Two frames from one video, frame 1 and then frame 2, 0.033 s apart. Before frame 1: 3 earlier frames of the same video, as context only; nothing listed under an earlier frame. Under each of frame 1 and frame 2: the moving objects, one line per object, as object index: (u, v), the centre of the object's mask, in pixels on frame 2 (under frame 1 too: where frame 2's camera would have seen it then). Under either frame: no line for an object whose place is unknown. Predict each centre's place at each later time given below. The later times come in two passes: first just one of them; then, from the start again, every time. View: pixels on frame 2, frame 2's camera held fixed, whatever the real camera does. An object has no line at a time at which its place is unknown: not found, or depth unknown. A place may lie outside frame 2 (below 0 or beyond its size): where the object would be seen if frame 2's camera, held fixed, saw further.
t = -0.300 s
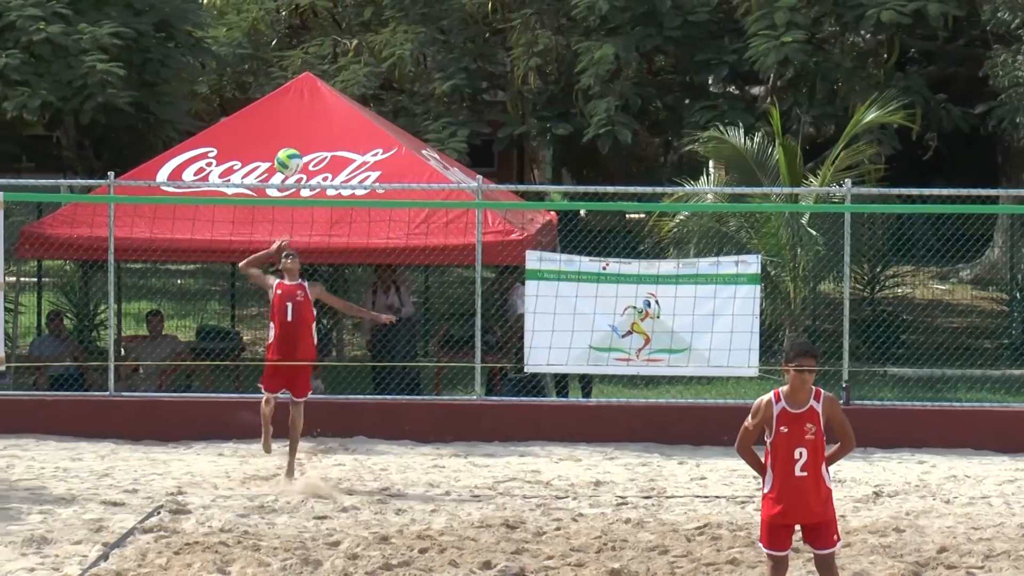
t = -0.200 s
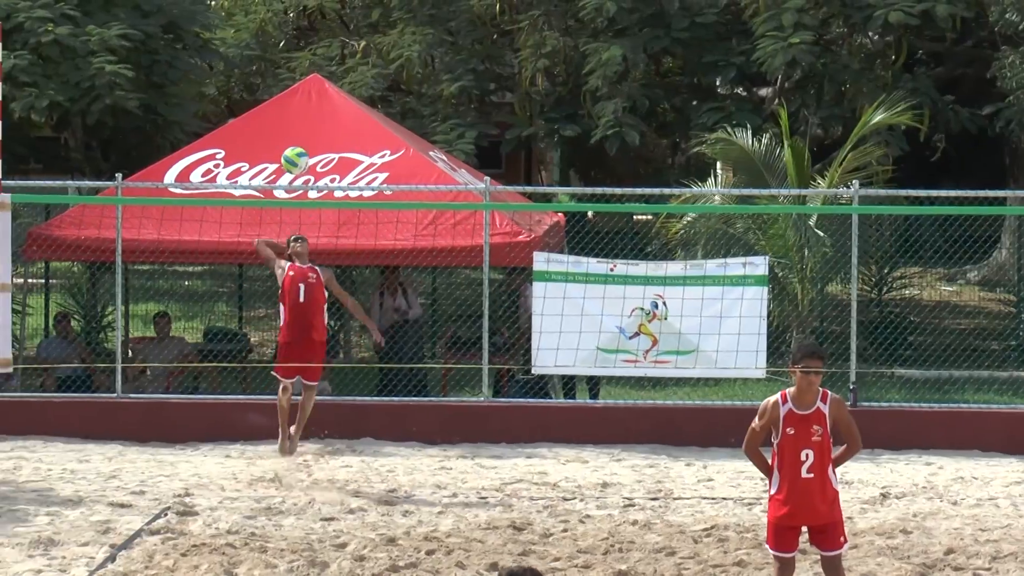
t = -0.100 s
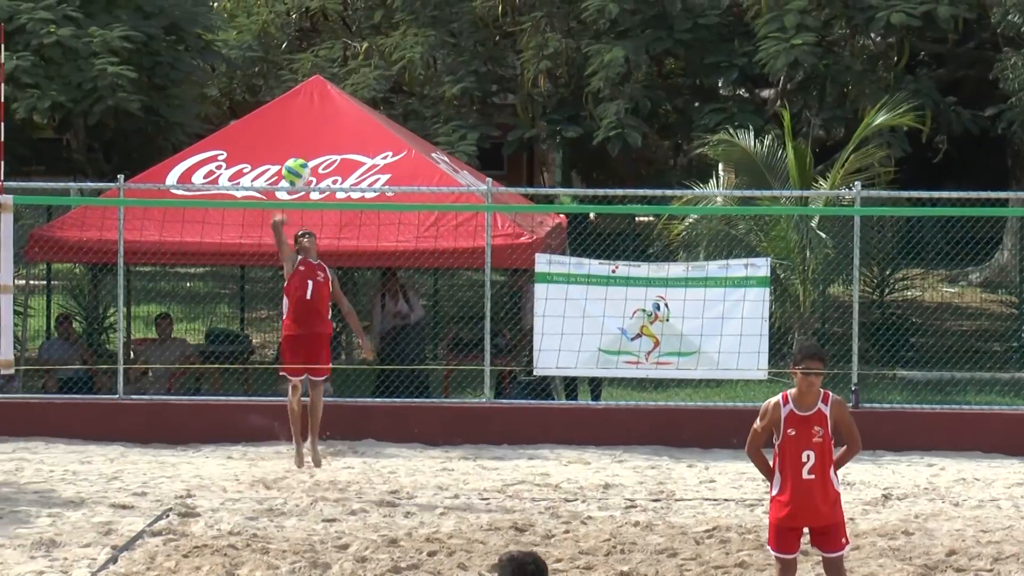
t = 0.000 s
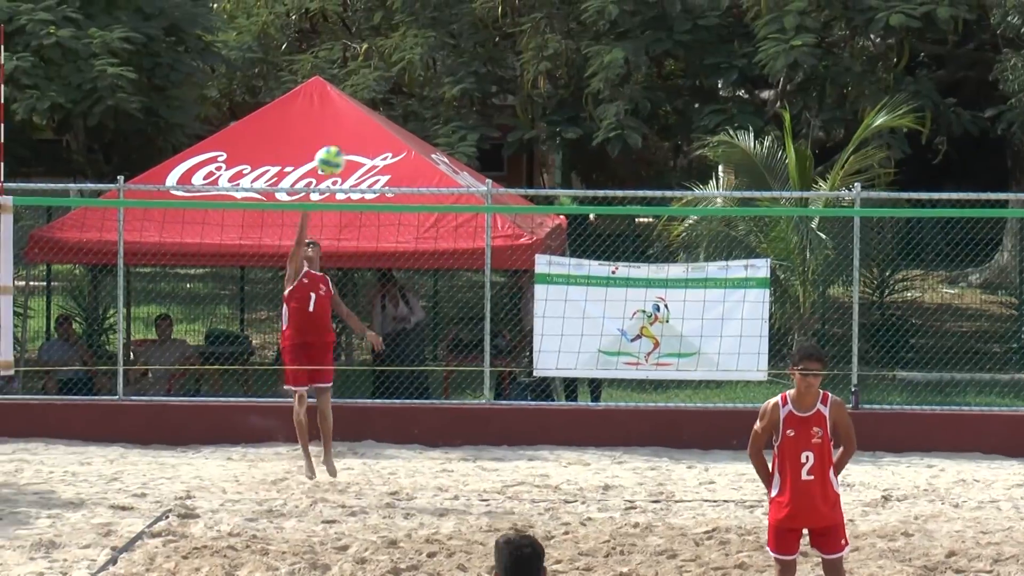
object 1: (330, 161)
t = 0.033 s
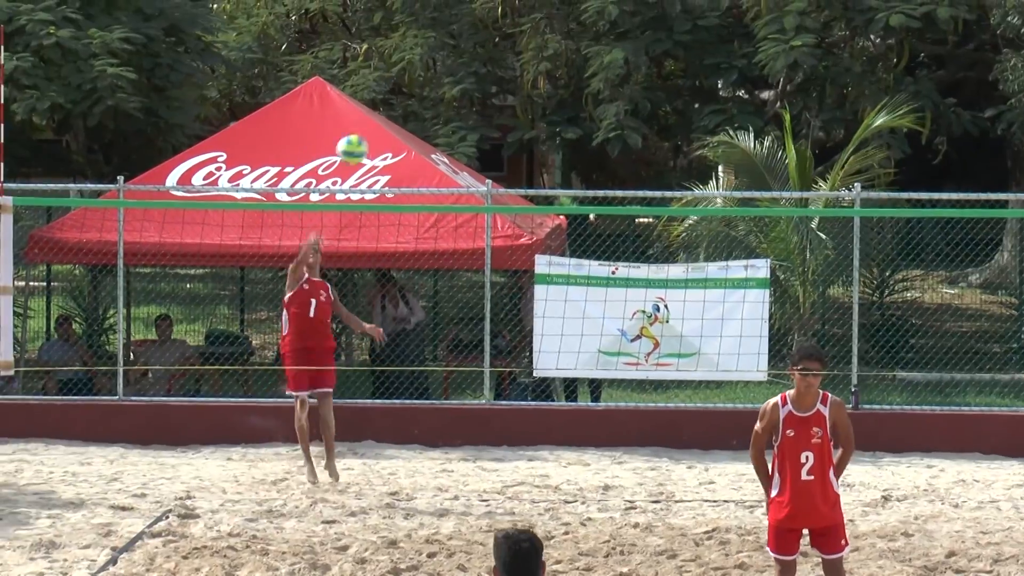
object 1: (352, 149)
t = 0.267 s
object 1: (543, 108)
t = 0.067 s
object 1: (376, 139)
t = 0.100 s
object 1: (400, 129)
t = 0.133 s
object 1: (426, 122)
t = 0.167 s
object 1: (453, 116)
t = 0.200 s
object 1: (481, 112)
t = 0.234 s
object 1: (511, 109)
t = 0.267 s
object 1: (543, 108)
